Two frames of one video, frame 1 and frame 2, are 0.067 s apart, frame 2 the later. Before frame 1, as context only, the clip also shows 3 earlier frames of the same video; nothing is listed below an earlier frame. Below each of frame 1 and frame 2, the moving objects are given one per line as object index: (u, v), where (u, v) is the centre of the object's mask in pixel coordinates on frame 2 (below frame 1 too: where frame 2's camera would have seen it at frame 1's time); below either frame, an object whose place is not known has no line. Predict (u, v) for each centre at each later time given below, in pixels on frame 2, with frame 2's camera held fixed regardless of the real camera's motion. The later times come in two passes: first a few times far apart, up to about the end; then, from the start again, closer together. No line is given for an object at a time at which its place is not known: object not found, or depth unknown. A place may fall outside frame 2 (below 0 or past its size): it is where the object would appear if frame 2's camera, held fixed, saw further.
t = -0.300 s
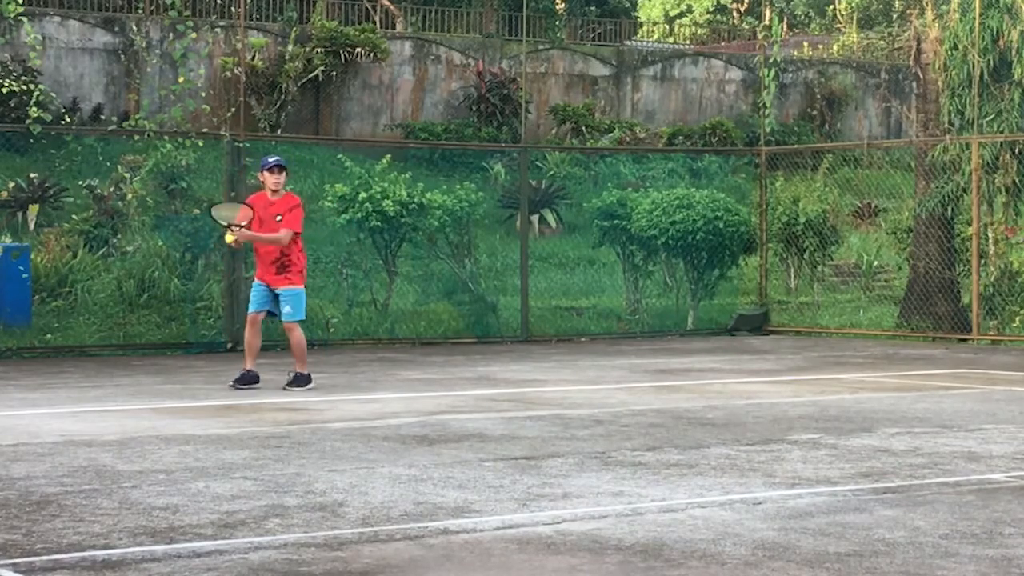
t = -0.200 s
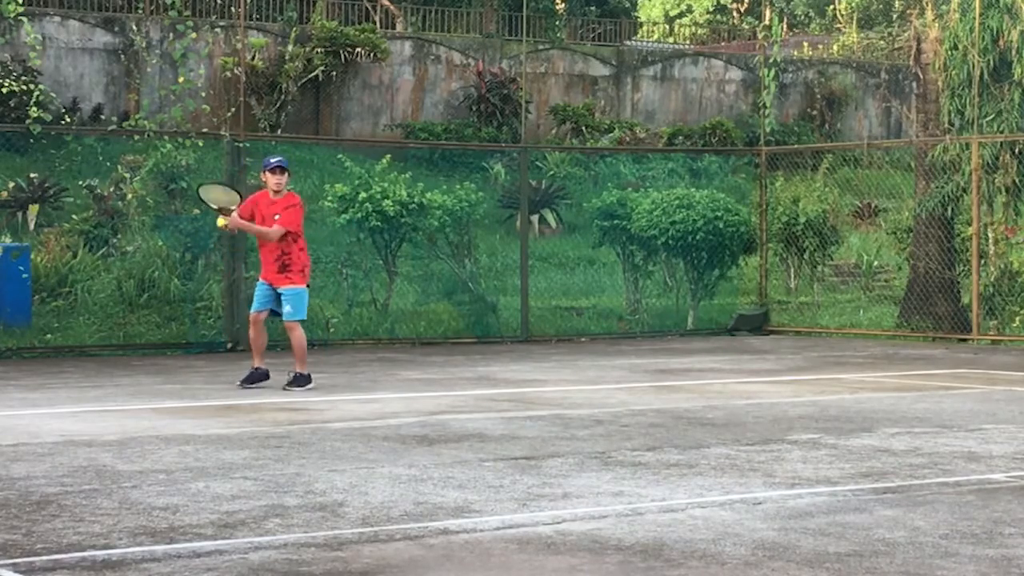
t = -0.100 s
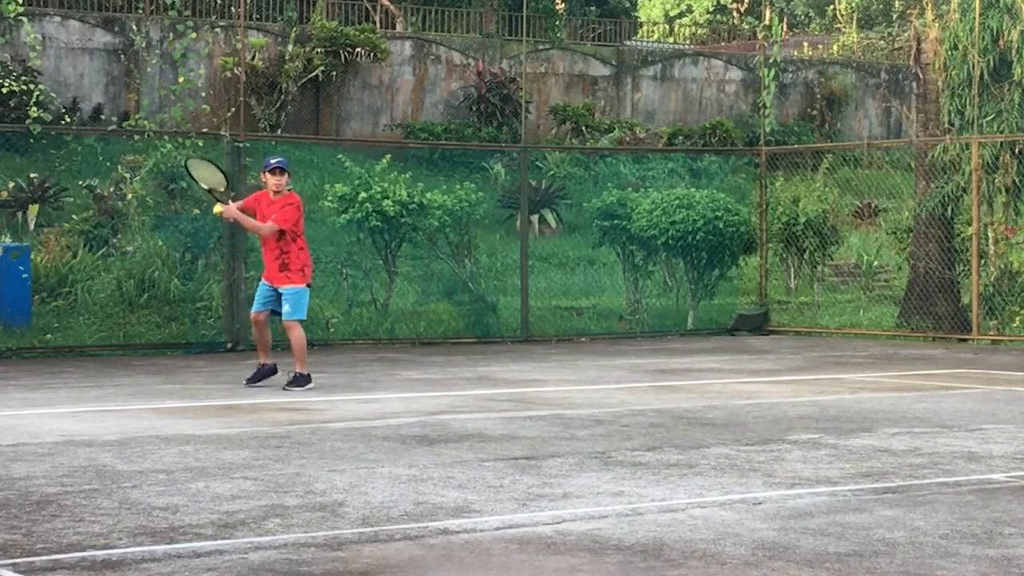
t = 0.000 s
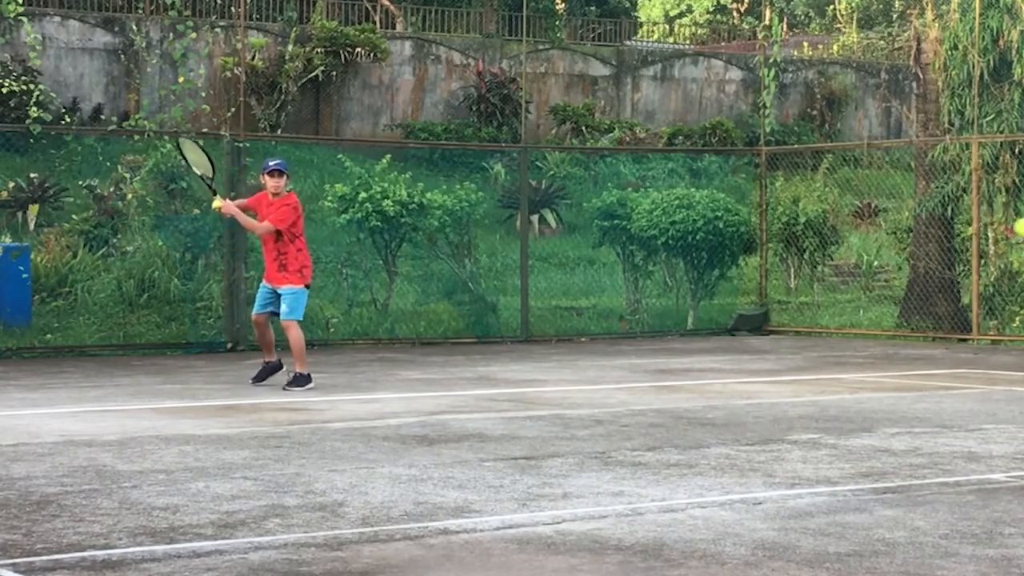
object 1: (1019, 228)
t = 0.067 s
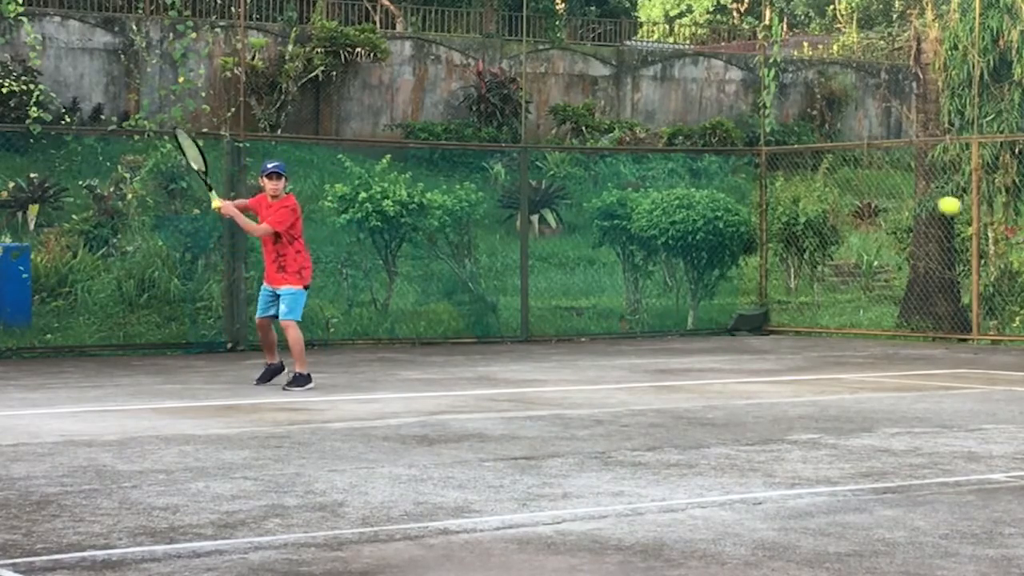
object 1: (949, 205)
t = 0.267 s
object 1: (756, 211)
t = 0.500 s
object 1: (585, 324)
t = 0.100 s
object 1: (913, 199)
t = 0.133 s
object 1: (879, 196)
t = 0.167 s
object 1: (847, 196)
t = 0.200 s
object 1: (815, 199)
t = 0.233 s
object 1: (785, 204)
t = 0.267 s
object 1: (756, 211)
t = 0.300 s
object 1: (728, 221)
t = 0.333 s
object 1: (702, 234)
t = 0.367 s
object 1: (677, 248)
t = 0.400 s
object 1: (652, 264)
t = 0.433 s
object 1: (628, 283)
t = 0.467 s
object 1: (606, 303)
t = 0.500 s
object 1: (585, 324)
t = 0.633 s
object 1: (504, 410)
